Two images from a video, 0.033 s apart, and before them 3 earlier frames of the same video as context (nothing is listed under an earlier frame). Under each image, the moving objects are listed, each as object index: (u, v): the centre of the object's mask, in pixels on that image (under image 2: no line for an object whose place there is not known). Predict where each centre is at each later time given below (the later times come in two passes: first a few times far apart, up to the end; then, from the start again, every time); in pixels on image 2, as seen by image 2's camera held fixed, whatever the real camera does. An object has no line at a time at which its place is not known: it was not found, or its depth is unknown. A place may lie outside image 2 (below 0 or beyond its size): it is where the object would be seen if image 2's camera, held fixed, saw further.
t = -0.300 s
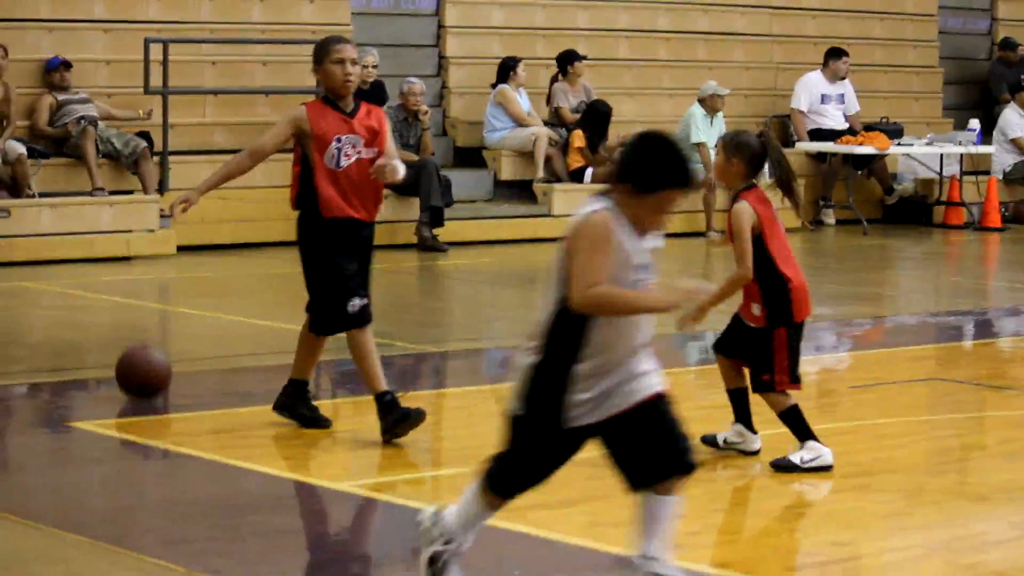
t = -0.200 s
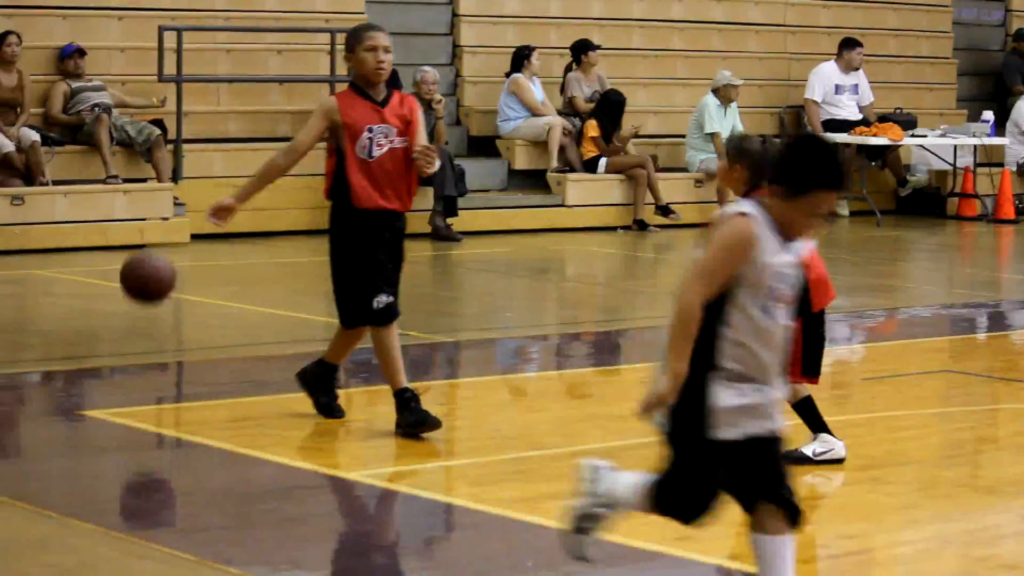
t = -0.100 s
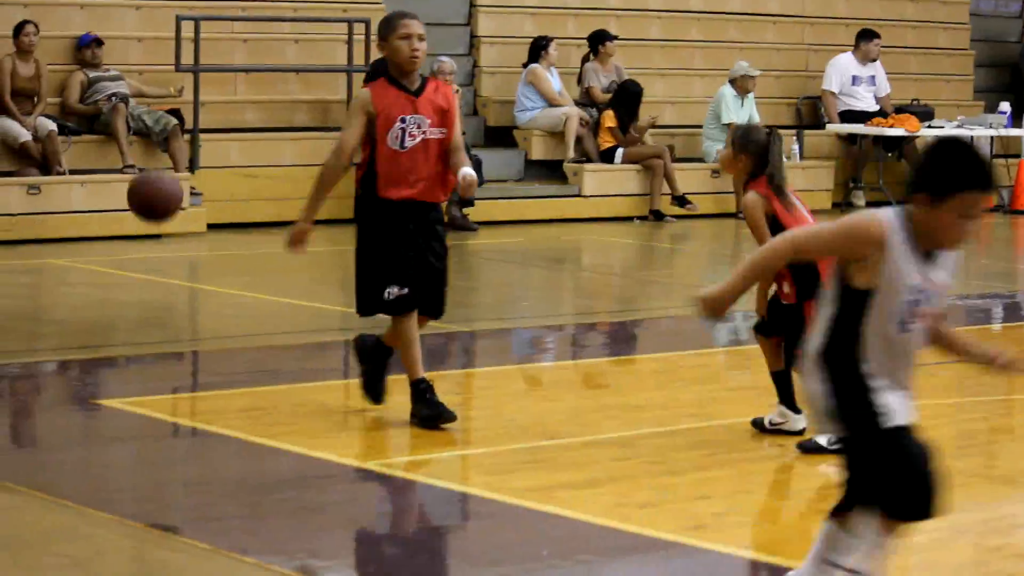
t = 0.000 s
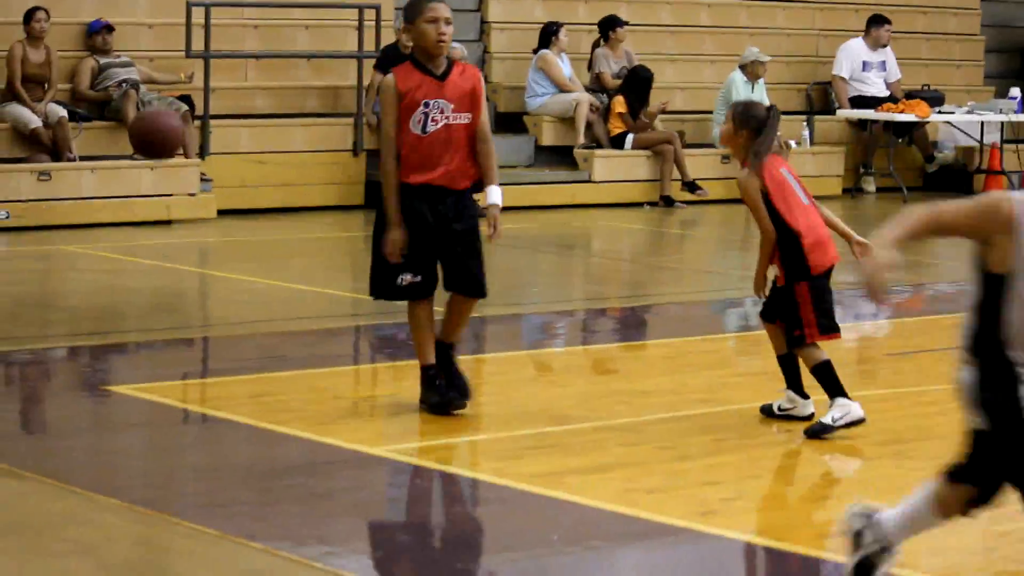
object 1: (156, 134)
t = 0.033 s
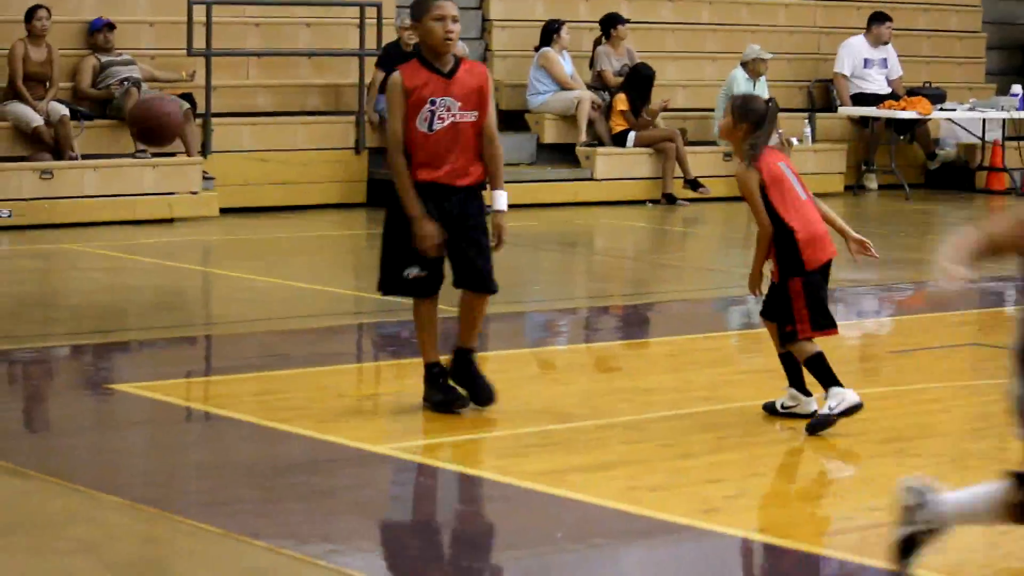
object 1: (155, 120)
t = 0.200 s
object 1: (142, 102)
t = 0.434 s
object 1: (121, 187)
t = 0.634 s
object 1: (105, 306)
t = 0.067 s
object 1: (153, 112)
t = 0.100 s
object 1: (150, 106)
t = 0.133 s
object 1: (147, 103)
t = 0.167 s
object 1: (145, 101)
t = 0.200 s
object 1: (142, 102)
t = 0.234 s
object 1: (139, 106)
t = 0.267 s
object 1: (136, 112)
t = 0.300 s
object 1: (133, 122)
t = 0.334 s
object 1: (130, 134)
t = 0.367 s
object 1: (127, 149)
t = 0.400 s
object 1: (124, 166)
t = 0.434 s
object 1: (121, 187)
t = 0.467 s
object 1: (118, 210)
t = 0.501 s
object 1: (115, 236)
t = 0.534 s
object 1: (112, 265)
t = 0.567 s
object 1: (109, 295)
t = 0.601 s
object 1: (106, 329)
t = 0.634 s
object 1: (105, 306)
